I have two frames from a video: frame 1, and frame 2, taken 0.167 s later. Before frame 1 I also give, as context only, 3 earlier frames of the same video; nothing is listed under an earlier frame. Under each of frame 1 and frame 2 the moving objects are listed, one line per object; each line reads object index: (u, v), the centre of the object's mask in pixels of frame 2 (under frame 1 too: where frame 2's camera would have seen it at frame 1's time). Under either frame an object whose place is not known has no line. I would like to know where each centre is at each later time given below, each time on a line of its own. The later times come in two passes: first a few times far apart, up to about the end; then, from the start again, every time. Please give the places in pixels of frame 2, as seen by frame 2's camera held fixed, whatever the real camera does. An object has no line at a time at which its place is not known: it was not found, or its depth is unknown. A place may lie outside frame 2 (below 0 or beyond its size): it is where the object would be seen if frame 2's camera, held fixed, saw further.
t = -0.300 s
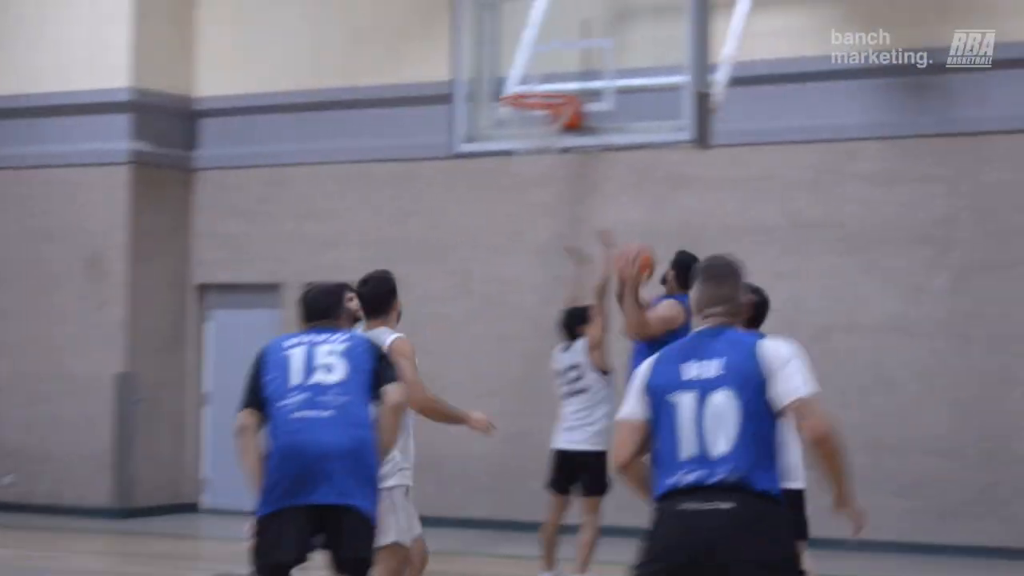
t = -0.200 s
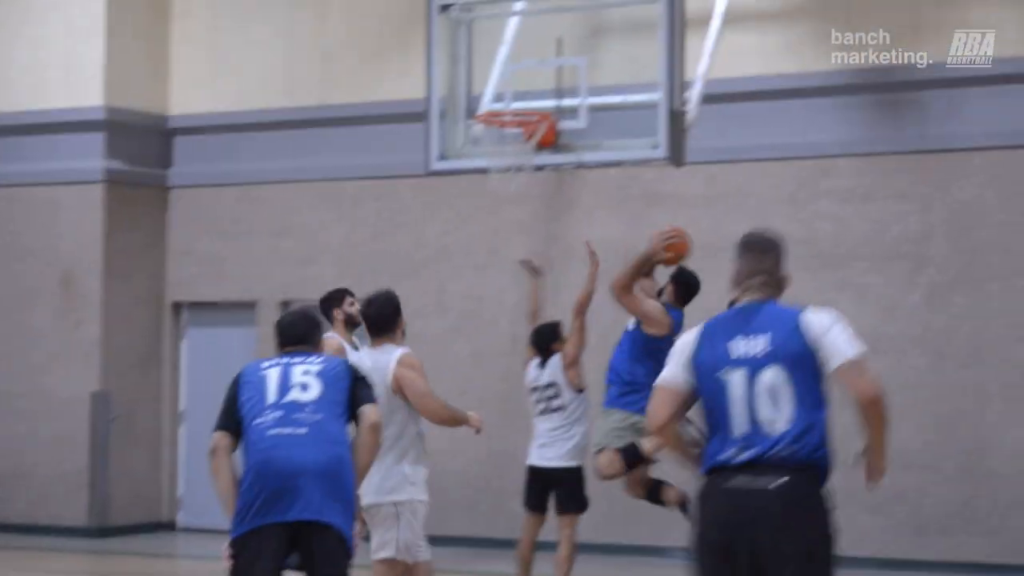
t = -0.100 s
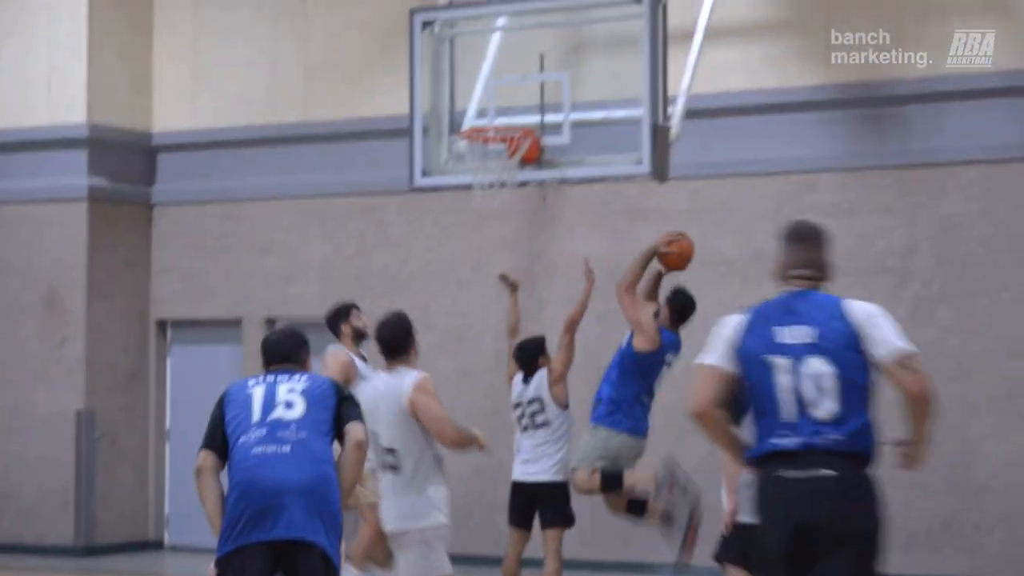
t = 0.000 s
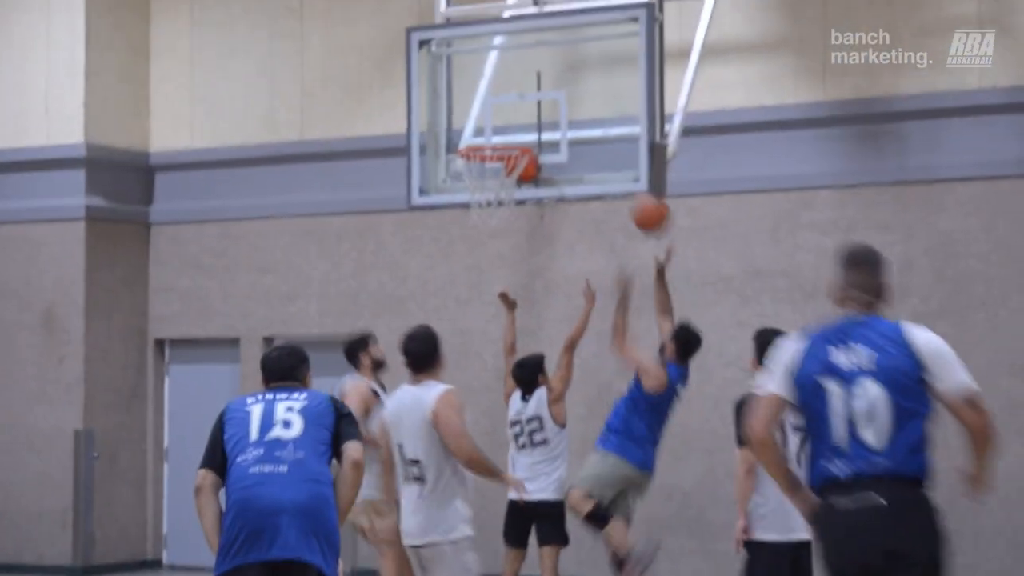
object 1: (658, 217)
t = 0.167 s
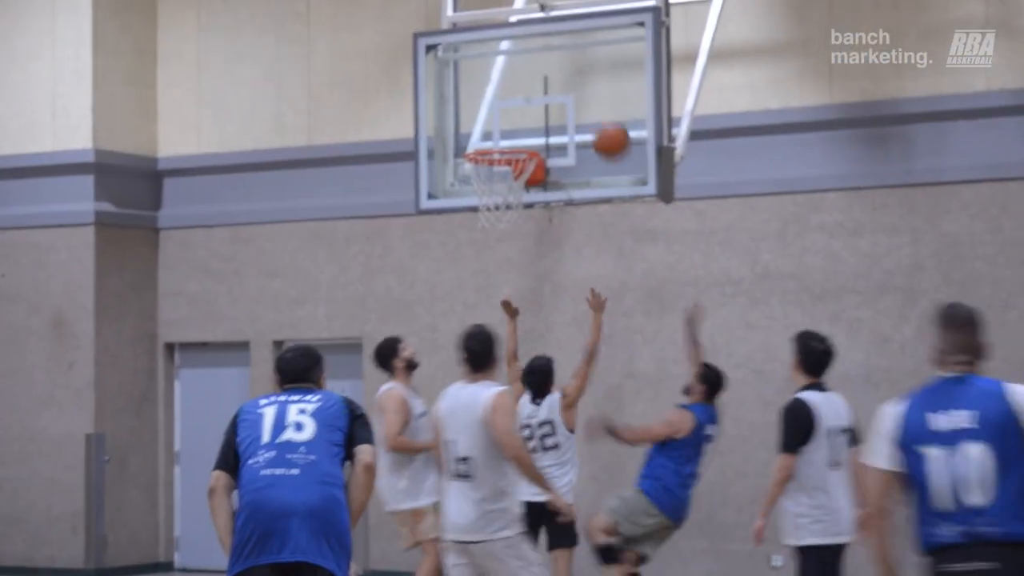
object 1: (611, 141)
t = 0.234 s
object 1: (592, 122)
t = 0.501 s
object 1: (531, 132)
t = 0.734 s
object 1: (482, 208)
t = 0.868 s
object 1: (469, 254)
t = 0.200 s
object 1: (602, 131)
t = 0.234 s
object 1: (592, 122)
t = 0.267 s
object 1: (584, 117)
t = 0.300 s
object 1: (576, 115)
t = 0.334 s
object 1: (568, 114)
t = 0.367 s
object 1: (561, 114)
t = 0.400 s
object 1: (553, 117)
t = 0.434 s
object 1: (546, 120)
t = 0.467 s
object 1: (538, 125)
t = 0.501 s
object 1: (531, 132)
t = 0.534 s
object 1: (523, 138)
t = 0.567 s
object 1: (515, 142)
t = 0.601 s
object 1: (507, 162)
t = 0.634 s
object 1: (498, 172)
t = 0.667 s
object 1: (494, 183)
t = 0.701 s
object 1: (486, 197)
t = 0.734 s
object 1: (482, 208)
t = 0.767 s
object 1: (477, 221)
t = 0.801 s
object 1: (476, 226)
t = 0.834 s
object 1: (473, 238)
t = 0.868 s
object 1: (469, 254)
